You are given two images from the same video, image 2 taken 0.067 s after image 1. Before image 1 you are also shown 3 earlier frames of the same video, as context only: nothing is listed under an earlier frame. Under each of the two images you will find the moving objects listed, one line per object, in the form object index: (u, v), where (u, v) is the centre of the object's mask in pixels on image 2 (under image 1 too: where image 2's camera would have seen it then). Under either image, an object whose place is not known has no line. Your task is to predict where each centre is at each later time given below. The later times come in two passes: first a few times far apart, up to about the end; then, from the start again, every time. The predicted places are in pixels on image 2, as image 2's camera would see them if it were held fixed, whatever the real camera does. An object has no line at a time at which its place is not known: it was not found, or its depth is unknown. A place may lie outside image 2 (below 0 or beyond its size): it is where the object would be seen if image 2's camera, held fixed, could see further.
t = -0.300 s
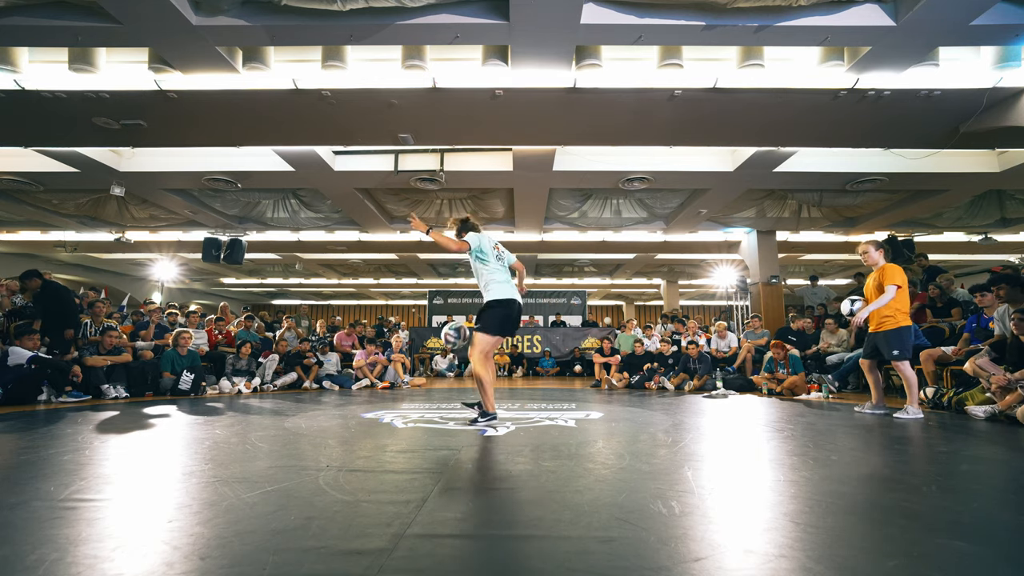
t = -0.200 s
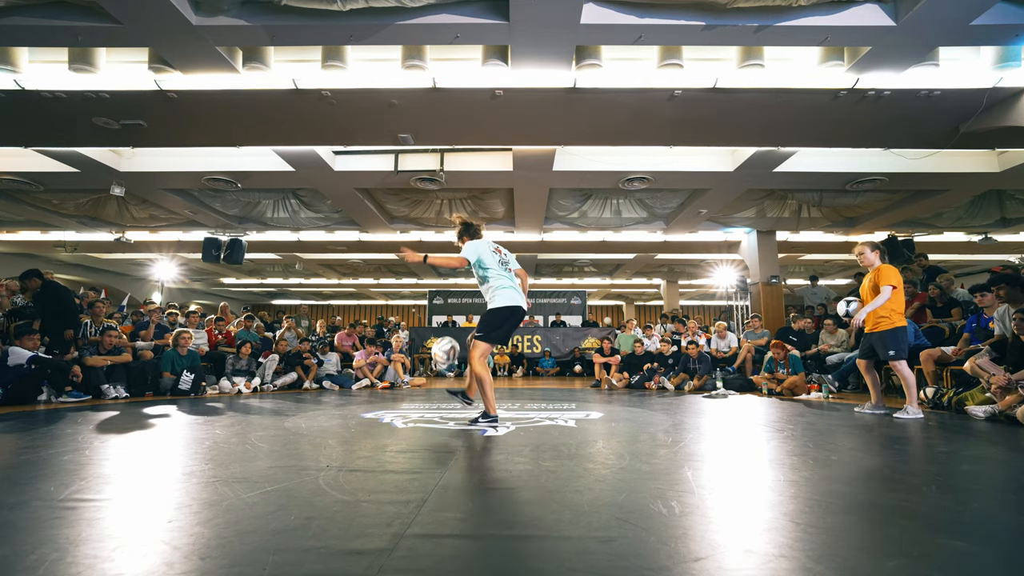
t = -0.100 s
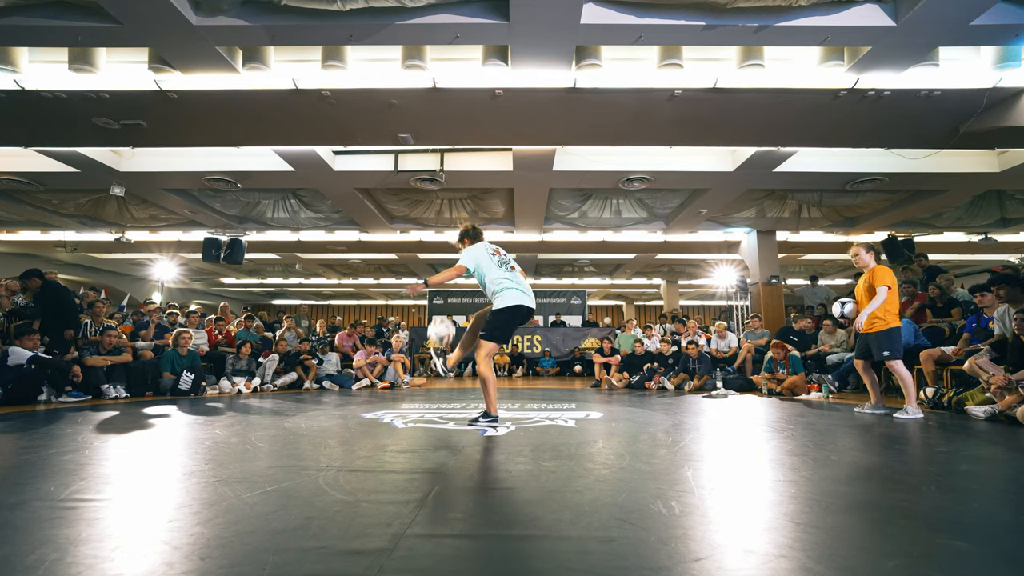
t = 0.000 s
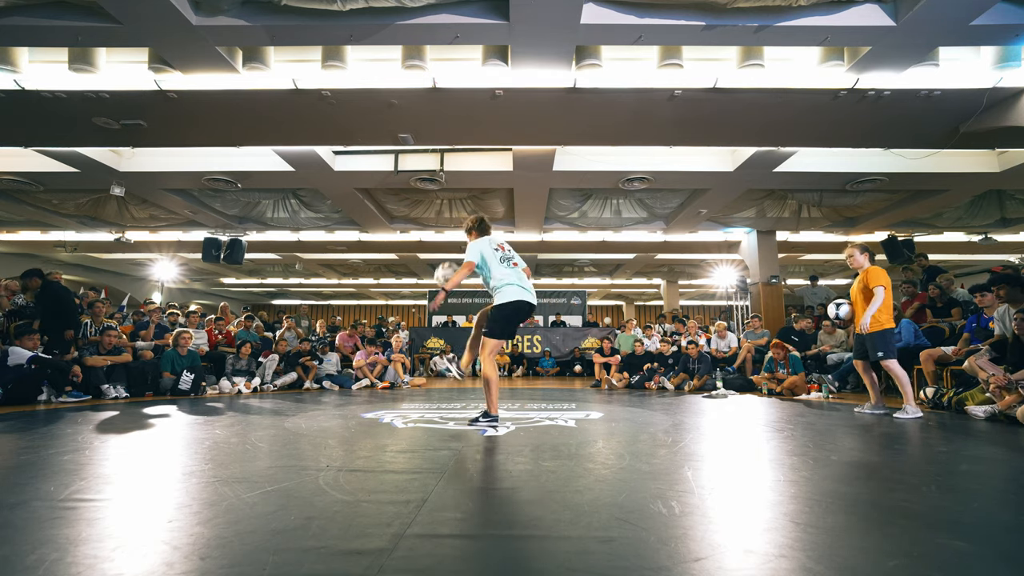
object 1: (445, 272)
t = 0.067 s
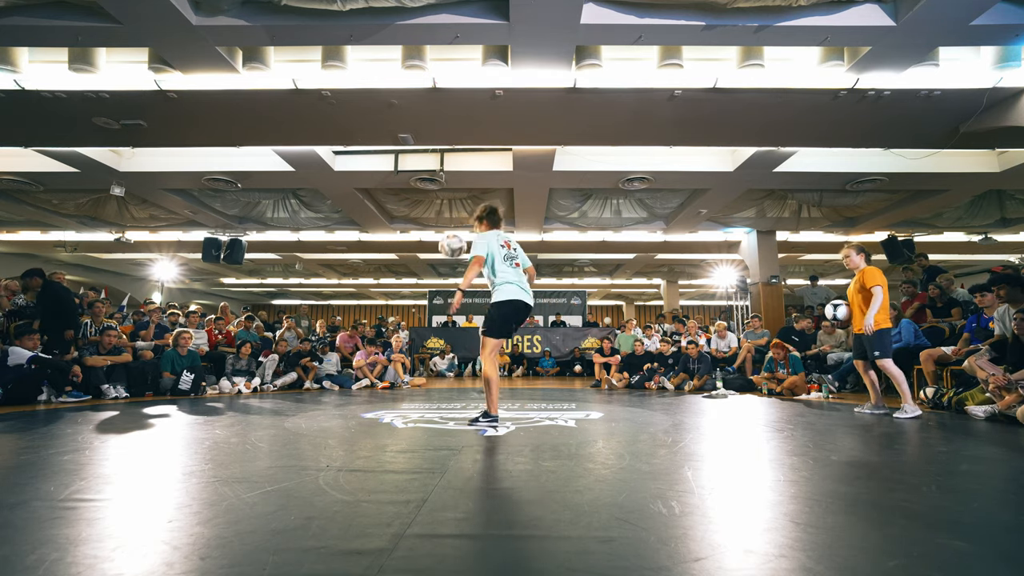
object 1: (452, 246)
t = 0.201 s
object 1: (461, 199)
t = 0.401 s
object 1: (472, 168)
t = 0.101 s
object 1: (454, 232)
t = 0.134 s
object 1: (456, 219)
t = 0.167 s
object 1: (459, 209)
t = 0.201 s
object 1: (461, 199)
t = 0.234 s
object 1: (463, 191)
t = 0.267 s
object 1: (465, 184)
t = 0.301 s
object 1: (467, 178)
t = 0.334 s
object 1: (468, 174)
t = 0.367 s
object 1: (470, 170)
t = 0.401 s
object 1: (472, 168)
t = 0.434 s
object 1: (474, 167)
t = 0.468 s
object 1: (476, 168)
